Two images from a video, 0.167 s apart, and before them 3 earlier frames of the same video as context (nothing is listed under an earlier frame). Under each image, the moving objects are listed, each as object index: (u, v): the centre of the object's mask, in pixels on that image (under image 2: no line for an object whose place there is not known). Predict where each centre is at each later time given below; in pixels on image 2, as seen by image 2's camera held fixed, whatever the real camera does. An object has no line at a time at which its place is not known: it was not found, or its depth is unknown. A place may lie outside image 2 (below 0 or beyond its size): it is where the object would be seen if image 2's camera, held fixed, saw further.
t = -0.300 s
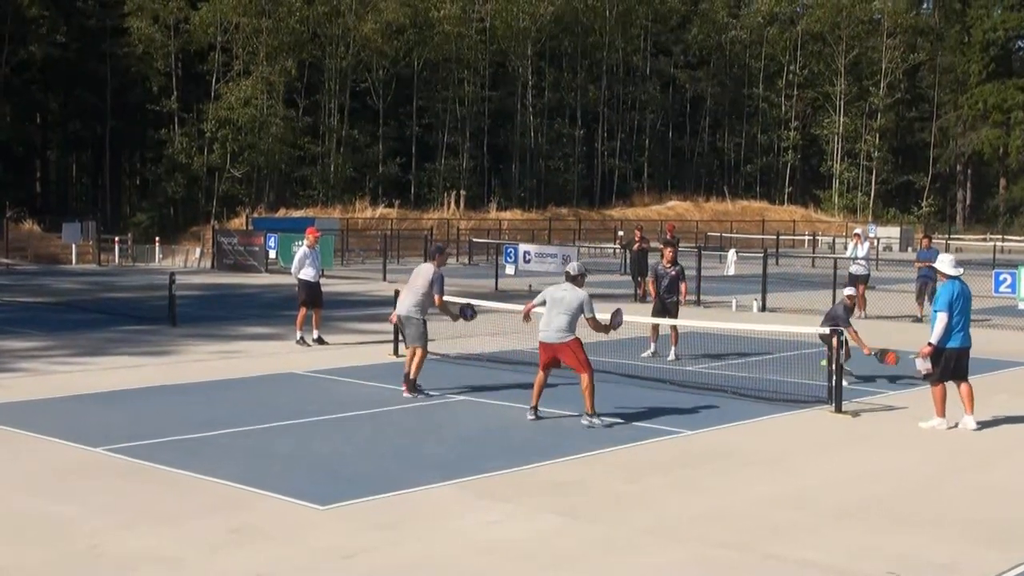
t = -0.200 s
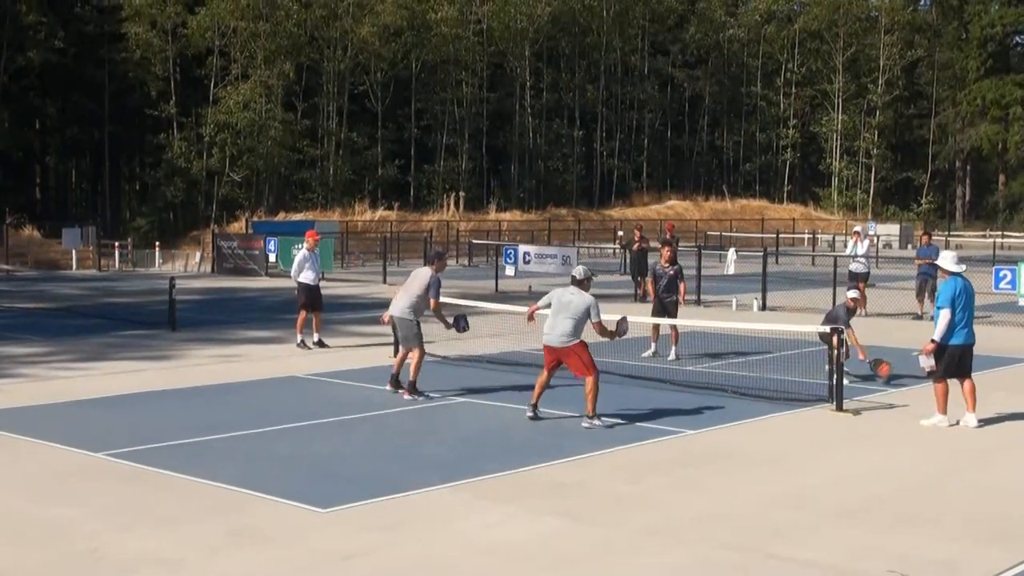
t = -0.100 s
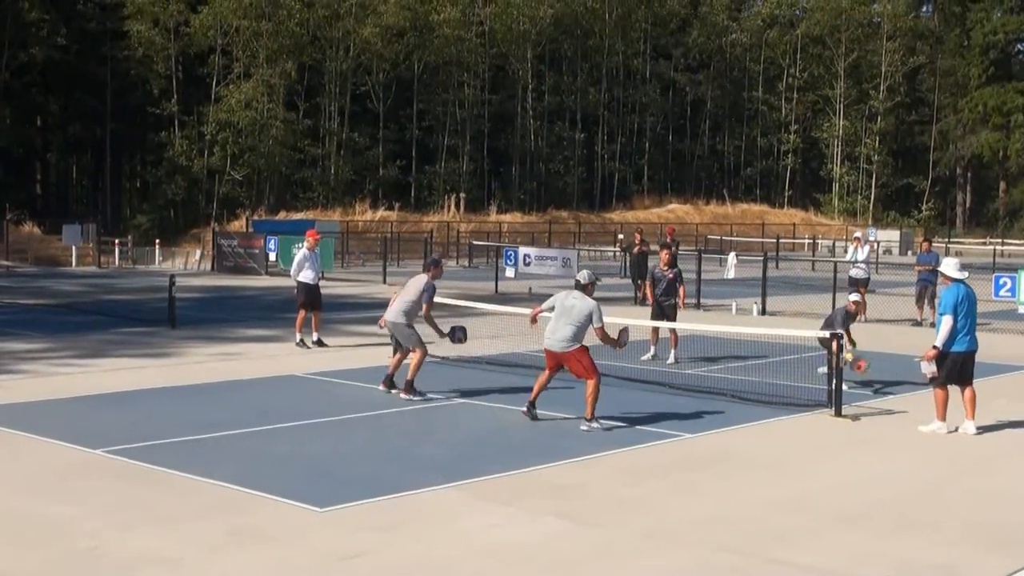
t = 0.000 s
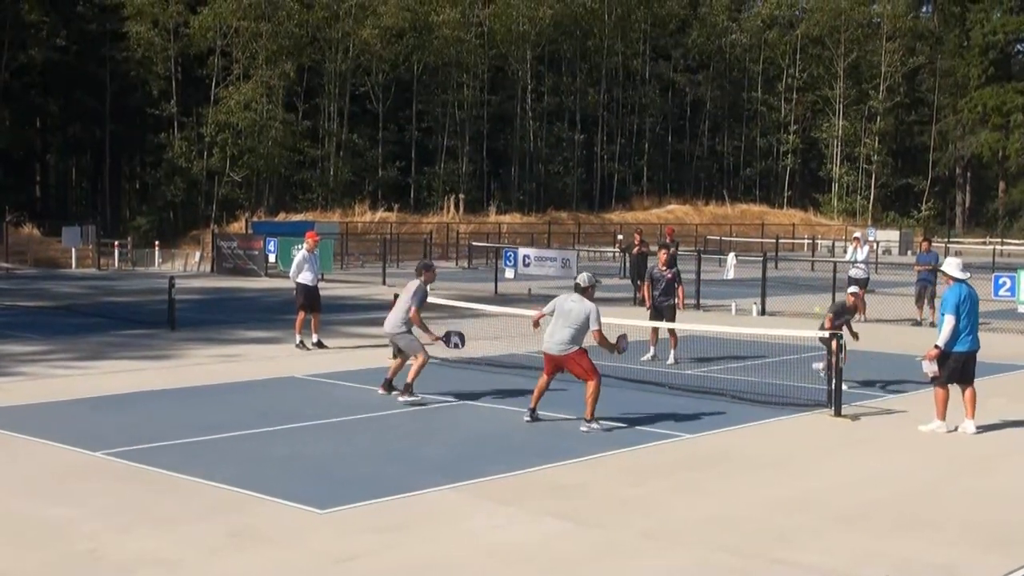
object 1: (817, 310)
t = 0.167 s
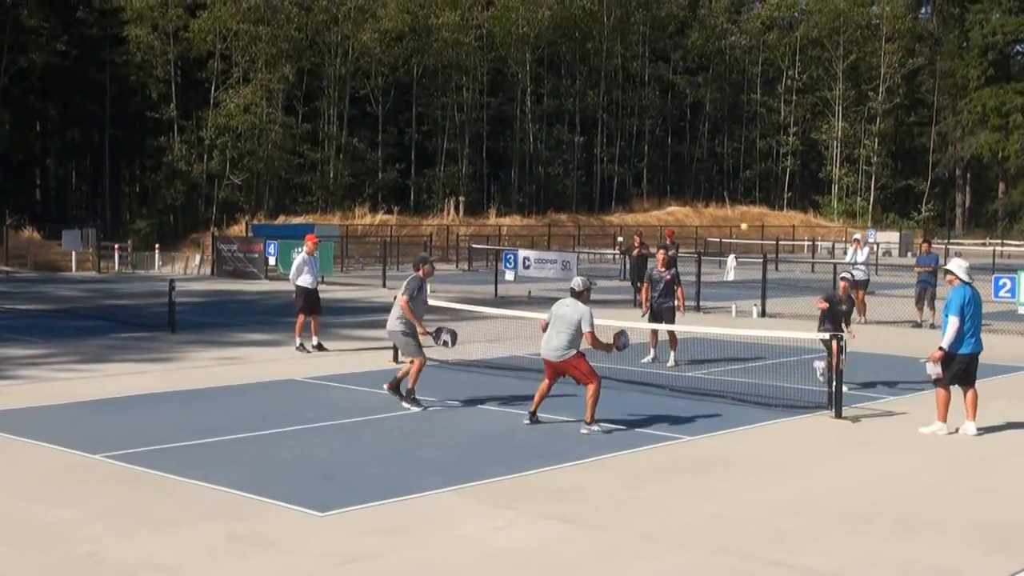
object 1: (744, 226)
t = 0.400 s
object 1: (637, 146)
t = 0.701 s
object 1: (495, 118)
